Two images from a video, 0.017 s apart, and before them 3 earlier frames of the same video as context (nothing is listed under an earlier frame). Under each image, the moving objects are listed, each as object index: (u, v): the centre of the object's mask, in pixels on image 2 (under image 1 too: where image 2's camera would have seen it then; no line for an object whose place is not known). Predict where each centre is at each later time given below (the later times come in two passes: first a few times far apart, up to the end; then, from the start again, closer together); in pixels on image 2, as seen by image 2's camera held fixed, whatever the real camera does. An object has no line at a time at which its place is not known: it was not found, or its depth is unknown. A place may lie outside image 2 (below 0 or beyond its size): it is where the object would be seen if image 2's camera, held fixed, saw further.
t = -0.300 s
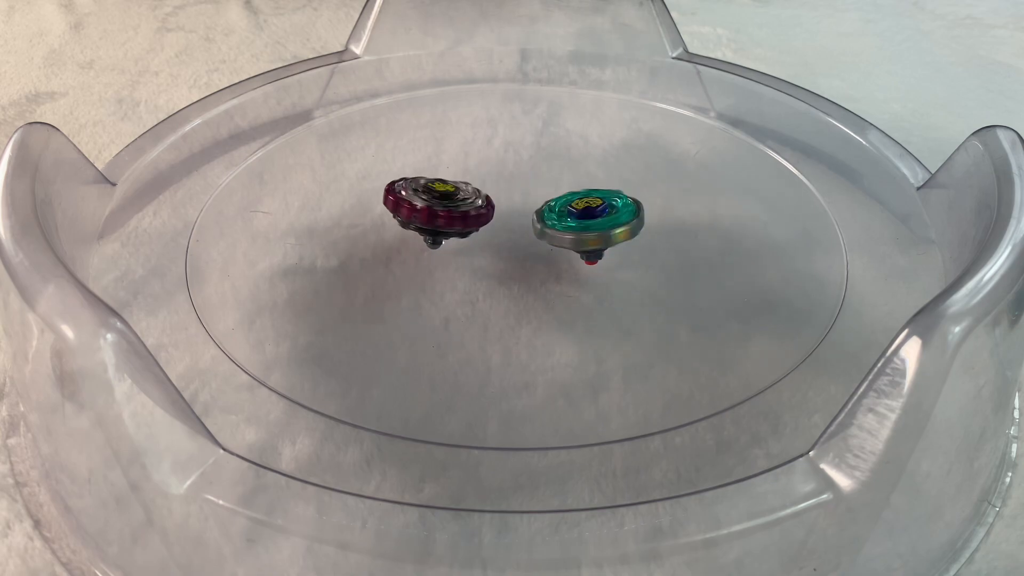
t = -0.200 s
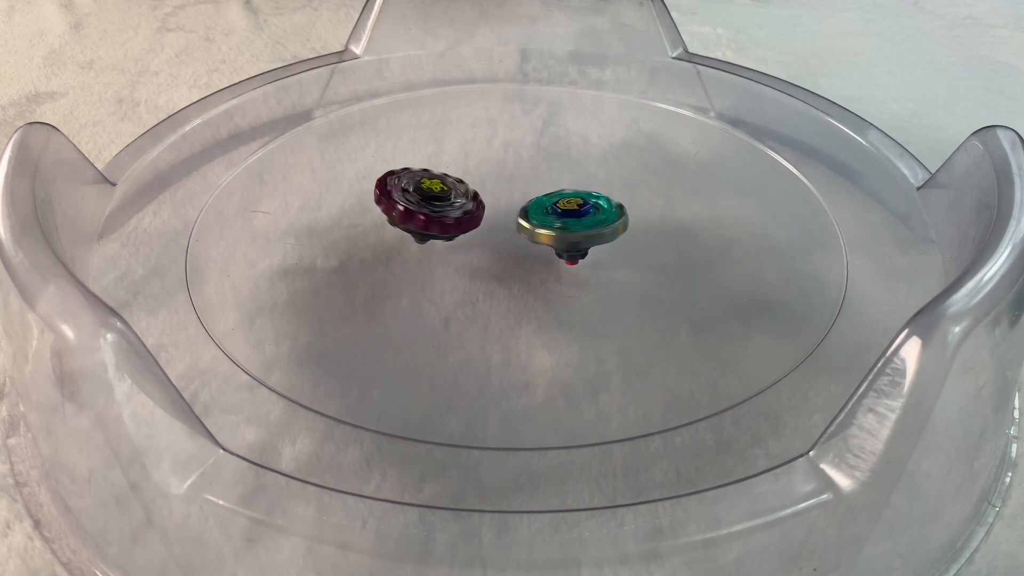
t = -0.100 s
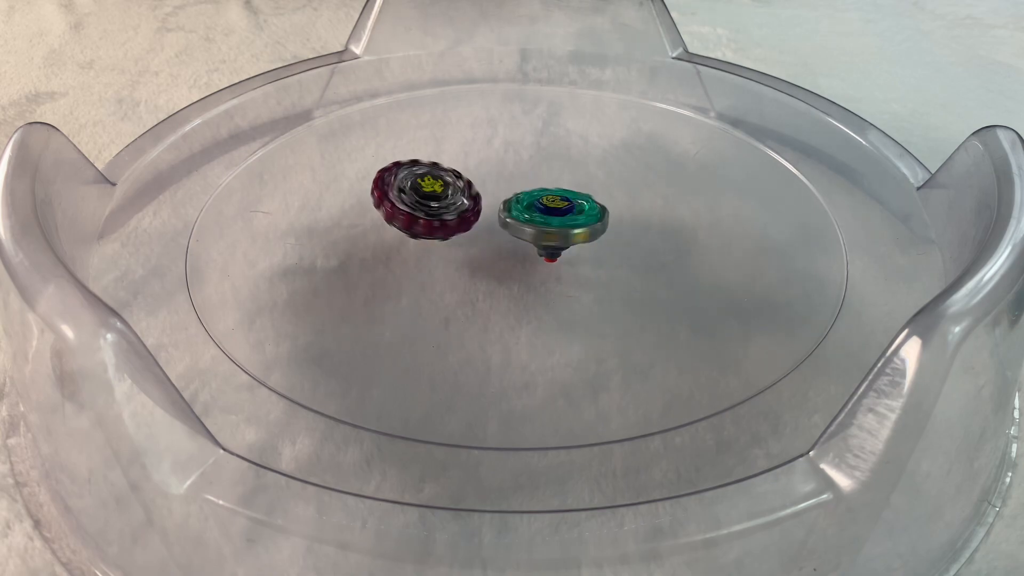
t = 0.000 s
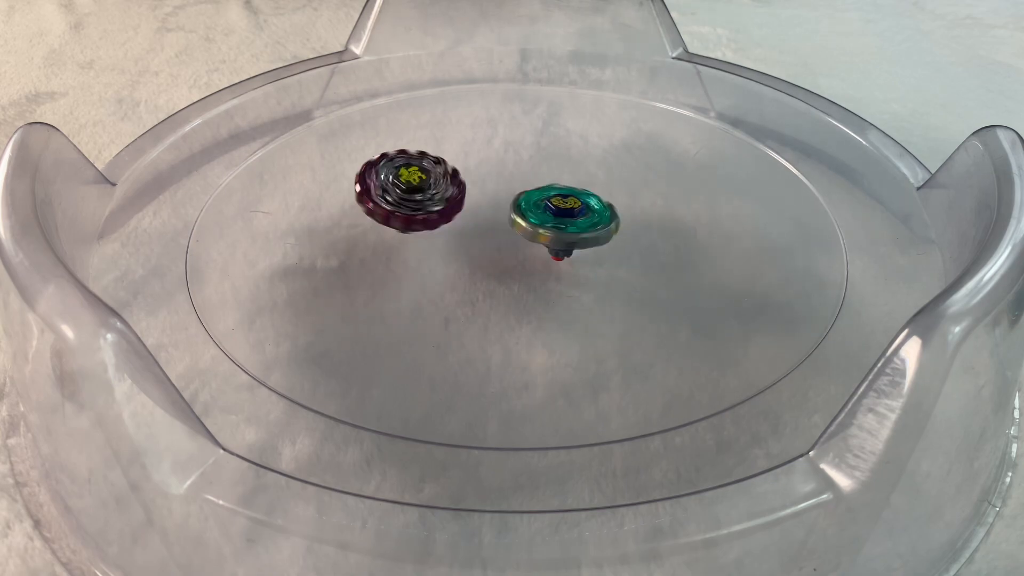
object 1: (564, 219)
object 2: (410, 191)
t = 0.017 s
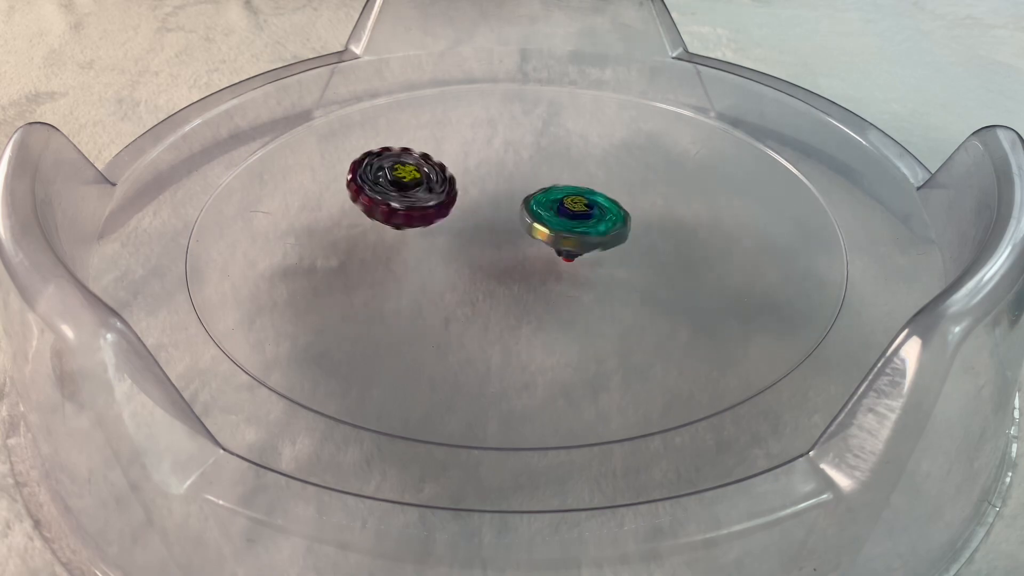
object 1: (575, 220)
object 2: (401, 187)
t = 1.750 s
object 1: (500, 197)
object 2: (501, 273)
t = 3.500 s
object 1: (480, 221)
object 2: (593, 236)
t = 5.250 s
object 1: (464, 244)
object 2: (606, 184)
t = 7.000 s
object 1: (628, 248)
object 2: (509, 194)
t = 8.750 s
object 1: (508, 256)
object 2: (597, 210)
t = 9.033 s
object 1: (456, 255)
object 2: (586, 214)
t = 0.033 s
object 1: (585, 221)
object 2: (396, 185)
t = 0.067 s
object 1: (600, 222)
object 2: (390, 182)
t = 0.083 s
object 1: (605, 222)
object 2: (390, 181)
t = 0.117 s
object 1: (611, 222)
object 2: (393, 181)
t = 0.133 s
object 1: (611, 221)
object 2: (394, 182)
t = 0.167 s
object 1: (612, 219)
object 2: (398, 184)
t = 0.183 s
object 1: (613, 218)
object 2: (400, 185)
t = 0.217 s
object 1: (615, 216)
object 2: (404, 187)
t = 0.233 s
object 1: (616, 215)
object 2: (406, 188)
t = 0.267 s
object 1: (617, 213)
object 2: (410, 192)
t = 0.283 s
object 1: (617, 212)
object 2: (412, 193)
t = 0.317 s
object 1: (617, 211)
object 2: (416, 197)
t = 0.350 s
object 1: (617, 210)
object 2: (419, 201)
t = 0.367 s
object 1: (617, 210)
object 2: (421, 203)
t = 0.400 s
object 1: (616, 209)
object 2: (424, 207)
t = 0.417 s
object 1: (615, 209)
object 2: (425, 209)
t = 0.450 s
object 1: (614, 208)
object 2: (428, 213)
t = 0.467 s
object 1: (612, 208)
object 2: (429, 216)
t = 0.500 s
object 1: (610, 207)
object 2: (431, 220)
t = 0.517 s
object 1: (608, 207)
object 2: (432, 222)
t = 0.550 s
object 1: (605, 206)
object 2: (432, 227)
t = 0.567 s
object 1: (603, 206)
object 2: (433, 229)
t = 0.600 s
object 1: (599, 206)
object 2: (433, 233)
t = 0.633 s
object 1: (595, 206)
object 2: (432, 237)
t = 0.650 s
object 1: (593, 205)
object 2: (431, 238)
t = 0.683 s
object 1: (588, 205)
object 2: (429, 242)
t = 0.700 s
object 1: (586, 204)
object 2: (429, 243)
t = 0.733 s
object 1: (580, 204)
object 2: (426, 246)
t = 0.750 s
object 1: (578, 204)
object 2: (425, 246)
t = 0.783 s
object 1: (572, 203)
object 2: (422, 247)
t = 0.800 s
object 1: (570, 203)
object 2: (422, 248)
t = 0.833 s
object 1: (564, 202)
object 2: (420, 249)
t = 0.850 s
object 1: (562, 201)
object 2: (418, 249)
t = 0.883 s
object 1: (556, 200)
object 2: (417, 249)
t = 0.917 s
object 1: (551, 199)
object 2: (415, 248)
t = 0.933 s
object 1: (549, 198)
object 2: (415, 247)
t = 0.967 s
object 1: (544, 196)
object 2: (414, 246)
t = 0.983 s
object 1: (542, 196)
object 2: (415, 246)
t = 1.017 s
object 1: (537, 194)
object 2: (416, 245)
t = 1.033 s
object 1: (535, 193)
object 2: (417, 244)
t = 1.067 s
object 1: (531, 191)
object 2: (420, 243)
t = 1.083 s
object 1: (529, 191)
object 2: (422, 243)
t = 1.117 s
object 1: (525, 189)
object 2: (426, 242)
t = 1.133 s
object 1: (524, 188)
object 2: (429, 242)
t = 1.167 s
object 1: (521, 187)
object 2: (434, 242)
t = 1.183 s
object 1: (520, 186)
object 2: (437, 242)
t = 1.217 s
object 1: (517, 184)
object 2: (442, 243)
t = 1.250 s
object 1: (516, 183)
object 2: (448, 244)
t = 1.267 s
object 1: (515, 182)
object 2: (451, 244)
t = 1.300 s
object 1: (513, 181)
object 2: (457, 246)
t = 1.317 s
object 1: (513, 180)
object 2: (460, 247)
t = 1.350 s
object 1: (511, 179)
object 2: (467, 248)
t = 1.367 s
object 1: (511, 179)
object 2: (470, 249)
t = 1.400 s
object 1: (509, 179)
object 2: (476, 251)
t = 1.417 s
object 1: (509, 179)
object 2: (479, 252)
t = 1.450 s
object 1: (507, 180)
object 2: (484, 254)
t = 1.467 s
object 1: (507, 180)
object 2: (487, 255)
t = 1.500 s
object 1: (506, 181)
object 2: (491, 258)
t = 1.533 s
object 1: (505, 183)
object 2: (495, 260)
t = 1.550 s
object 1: (505, 184)
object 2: (496, 262)
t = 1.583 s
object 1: (504, 186)
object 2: (499, 264)
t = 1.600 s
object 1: (504, 187)
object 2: (500, 265)
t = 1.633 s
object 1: (503, 189)
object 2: (501, 268)
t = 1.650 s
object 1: (503, 190)
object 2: (502, 269)
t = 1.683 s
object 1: (502, 192)
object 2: (503, 270)
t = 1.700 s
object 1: (501, 193)
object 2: (502, 271)
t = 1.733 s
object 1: (500, 196)
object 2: (502, 273)
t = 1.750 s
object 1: (500, 197)
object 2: (501, 273)
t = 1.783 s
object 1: (498, 199)
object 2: (500, 274)
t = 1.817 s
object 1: (496, 202)
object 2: (498, 274)
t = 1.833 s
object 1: (496, 203)
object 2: (497, 274)
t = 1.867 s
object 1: (494, 205)
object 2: (495, 274)
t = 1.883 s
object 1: (493, 206)
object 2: (494, 273)
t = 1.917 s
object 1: (492, 205)
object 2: (492, 275)
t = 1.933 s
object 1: (491, 202)
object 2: (492, 277)
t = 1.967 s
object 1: (492, 196)
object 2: (491, 281)
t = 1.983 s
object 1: (493, 195)
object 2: (491, 281)
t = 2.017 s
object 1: (493, 194)
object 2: (491, 280)
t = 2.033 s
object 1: (492, 194)
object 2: (491, 279)
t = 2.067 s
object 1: (490, 194)
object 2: (494, 277)
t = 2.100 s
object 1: (488, 193)
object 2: (497, 274)
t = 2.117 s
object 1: (487, 193)
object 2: (499, 273)
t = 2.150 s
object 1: (486, 193)
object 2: (503, 271)
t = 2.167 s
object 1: (485, 193)
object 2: (505, 270)
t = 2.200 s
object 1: (484, 192)
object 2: (510, 268)
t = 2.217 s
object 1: (484, 192)
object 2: (512, 267)
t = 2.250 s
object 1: (483, 192)
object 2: (517, 265)
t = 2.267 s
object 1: (482, 192)
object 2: (519, 265)
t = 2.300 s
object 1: (481, 193)
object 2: (524, 264)
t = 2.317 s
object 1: (481, 193)
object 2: (526, 263)
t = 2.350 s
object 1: (481, 195)
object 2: (532, 262)
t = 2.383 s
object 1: (481, 196)
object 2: (538, 261)
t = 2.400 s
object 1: (481, 197)
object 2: (540, 261)
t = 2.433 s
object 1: (482, 199)
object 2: (546, 260)
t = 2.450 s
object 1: (482, 200)
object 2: (548, 260)
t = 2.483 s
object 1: (483, 203)
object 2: (553, 260)
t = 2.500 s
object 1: (483, 204)
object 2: (555, 260)
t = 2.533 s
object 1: (484, 206)
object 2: (559, 260)
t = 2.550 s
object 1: (484, 207)
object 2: (561, 260)
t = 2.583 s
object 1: (484, 209)
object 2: (565, 261)
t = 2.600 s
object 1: (484, 210)
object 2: (566, 261)
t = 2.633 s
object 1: (484, 213)
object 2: (569, 261)
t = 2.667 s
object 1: (484, 215)
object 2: (571, 262)
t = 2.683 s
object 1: (484, 216)
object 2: (572, 263)
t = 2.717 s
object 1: (483, 218)
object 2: (573, 264)
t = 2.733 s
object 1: (483, 219)
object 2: (574, 264)
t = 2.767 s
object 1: (482, 221)
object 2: (573, 265)
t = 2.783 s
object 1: (481, 222)
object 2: (573, 265)
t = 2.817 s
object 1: (480, 224)
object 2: (572, 266)
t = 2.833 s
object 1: (478, 224)
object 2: (572, 267)
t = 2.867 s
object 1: (467, 219)
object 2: (581, 270)
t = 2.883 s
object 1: (463, 218)
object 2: (583, 271)
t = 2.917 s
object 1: (459, 216)
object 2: (583, 271)
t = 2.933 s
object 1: (458, 215)
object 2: (583, 272)
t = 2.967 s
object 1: (455, 215)
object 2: (581, 271)
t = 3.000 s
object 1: (452, 215)
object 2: (580, 269)
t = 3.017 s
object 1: (451, 214)
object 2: (579, 269)
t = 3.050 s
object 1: (449, 214)
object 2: (577, 267)
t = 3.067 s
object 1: (448, 213)
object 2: (577, 266)
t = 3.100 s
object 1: (448, 213)
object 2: (576, 264)
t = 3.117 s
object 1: (448, 212)
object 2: (575, 262)
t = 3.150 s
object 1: (448, 212)
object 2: (575, 260)
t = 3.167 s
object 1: (448, 212)
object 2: (575, 259)
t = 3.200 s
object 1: (450, 211)
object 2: (575, 256)
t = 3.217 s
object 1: (450, 212)
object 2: (575, 255)
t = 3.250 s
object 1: (453, 211)
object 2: (576, 252)
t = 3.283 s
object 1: (455, 212)
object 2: (577, 250)
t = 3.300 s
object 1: (457, 212)
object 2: (578, 248)
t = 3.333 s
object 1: (460, 213)
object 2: (580, 246)
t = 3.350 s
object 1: (461, 214)
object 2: (581, 245)
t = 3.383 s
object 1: (466, 215)
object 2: (583, 242)
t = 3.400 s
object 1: (468, 216)
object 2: (585, 241)
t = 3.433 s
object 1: (472, 218)
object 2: (587, 239)
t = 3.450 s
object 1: (474, 218)
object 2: (589, 238)
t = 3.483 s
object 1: (478, 220)
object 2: (592, 236)
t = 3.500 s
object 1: (480, 221)
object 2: (593, 236)
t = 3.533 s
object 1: (483, 223)
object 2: (597, 235)
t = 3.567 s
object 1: (485, 224)
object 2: (602, 235)
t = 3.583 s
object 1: (479, 223)
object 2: (610, 236)
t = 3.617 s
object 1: (472, 222)
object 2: (620, 238)
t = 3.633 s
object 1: (470, 223)
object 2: (622, 240)
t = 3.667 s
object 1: (470, 224)
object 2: (623, 241)
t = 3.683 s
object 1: (470, 225)
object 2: (623, 241)
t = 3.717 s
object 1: (469, 226)
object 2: (624, 241)
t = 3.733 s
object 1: (468, 227)
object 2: (624, 241)
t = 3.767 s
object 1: (467, 228)
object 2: (625, 242)
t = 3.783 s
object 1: (467, 229)
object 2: (624, 243)
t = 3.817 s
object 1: (465, 230)
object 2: (623, 245)
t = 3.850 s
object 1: (465, 231)
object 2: (621, 247)
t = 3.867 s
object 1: (464, 232)
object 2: (619, 247)
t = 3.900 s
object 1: (464, 233)
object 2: (615, 248)
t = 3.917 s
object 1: (464, 233)
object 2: (613, 248)
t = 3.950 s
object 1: (463, 234)
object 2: (608, 248)
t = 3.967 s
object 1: (463, 234)
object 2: (605, 248)
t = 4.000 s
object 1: (464, 234)
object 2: (600, 247)
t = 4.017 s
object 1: (464, 235)
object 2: (597, 246)
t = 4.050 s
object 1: (465, 235)
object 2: (593, 243)
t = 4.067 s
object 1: (465, 235)
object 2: (591, 242)
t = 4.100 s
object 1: (467, 236)
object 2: (588, 238)
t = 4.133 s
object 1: (468, 236)
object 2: (586, 234)
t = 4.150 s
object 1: (470, 236)
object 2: (586, 232)
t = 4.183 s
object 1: (472, 237)
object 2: (585, 228)
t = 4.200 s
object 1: (473, 237)
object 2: (585, 226)
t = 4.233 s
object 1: (476, 238)
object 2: (586, 221)
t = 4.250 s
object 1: (477, 238)
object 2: (587, 219)
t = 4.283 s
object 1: (480, 239)
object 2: (589, 216)
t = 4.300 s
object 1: (482, 239)
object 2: (590, 214)
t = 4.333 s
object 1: (485, 240)
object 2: (593, 211)
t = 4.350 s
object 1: (486, 240)
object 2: (594, 210)
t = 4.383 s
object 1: (490, 240)
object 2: (598, 207)
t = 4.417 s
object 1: (493, 241)
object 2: (601, 205)
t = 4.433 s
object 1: (495, 242)
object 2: (602, 205)
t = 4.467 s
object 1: (498, 243)
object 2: (605, 204)
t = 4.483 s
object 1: (500, 243)
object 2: (606, 204)
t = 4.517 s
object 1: (503, 244)
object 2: (608, 204)
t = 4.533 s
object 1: (505, 244)
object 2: (609, 204)
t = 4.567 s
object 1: (509, 245)
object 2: (611, 205)
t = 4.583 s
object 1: (510, 246)
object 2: (611, 206)
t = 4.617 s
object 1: (513, 247)
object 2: (611, 207)
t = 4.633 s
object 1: (514, 248)
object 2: (611, 208)
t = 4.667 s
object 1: (513, 249)
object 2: (612, 210)
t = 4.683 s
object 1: (498, 253)
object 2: (623, 210)
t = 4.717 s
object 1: (471, 258)
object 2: (637, 204)
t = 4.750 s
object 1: (450, 261)
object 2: (648, 201)
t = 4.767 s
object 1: (444, 262)
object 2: (649, 201)
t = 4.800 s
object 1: (437, 265)
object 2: (652, 200)
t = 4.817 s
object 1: (433, 267)
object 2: (650, 199)
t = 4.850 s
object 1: (428, 268)
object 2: (645, 199)
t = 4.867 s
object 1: (425, 268)
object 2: (641, 199)
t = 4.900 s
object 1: (423, 268)
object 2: (635, 199)
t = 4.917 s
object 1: (422, 268)
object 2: (631, 199)
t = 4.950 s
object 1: (421, 267)
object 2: (626, 198)
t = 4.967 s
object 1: (421, 266)
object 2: (624, 197)
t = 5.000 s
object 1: (421, 265)
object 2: (620, 196)
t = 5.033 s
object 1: (422, 263)
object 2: (618, 194)
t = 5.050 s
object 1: (423, 263)
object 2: (617, 193)
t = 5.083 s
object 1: (426, 261)
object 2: (615, 191)
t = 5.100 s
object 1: (428, 260)
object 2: (614, 190)
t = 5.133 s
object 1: (432, 258)
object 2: (613, 189)
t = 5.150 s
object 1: (434, 255)
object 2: (612, 188)
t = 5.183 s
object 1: (442, 252)
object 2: (610, 186)
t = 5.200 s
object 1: (447, 250)
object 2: (609, 185)
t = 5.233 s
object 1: (458, 246)
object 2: (607, 184)
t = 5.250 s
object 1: (464, 244)
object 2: (606, 184)
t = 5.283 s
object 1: (475, 241)
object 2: (605, 183)
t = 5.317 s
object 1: (488, 236)
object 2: (603, 183)
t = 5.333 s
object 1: (495, 234)
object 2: (602, 183)
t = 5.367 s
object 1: (508, 231)
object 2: (600, 183)
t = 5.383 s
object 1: (514, 229)
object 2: (600, 183)
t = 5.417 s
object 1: (505, 232)
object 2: (617, 174)
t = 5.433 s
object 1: (500, 233)
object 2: (628, 168)
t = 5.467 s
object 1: (493, 235)
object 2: (642, 162)
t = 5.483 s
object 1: (491, 236)
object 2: (647, 160)
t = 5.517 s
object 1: (491, 237)
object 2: (651, 161)
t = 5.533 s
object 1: (491, 237)
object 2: (650, 162)
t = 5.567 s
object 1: (492, 239)
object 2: (646, 164)
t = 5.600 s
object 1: (492, 240)
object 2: (638, 166)
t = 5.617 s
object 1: (492, 241)
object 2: (635, 167)
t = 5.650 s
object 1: (491, 242)
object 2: (628, 171)
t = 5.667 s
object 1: (491, 242)
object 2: (624, 173)
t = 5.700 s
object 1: (492, 242)
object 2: (617, 178)
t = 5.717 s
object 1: (492, 243)
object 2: (614, 180)
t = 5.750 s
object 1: (491, 243)
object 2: (608, 184)
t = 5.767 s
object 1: (492, 243)
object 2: (605, 184)
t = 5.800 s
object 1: (492, 243)
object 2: (596, 187)
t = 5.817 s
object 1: (492, 243)
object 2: (591, 189)
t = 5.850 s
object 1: (493, 243)
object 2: (580, 193)
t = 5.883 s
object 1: (494, 243)
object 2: (568, 195)
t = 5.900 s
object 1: (494, 243)
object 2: (564, 198)
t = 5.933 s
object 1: (473, 254)
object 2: (562, 194)
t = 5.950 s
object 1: (464, 259)
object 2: (561, 191)
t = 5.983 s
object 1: (448, 267)
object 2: (560, 190)
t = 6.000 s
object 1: (442, 270)
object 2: (560, 189)
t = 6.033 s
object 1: (436, 273)
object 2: (559, 189)
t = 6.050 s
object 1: (434, 274)
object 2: (558, 188)
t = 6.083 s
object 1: (433, 275)
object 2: (556, 187)
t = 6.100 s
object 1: (432, 276)
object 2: (555, 186)
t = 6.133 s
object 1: (432, 275)
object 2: (554, 184)
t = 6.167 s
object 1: (433, 275)
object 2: (553, 183)
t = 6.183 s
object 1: (434, 275)
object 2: (553, 183)
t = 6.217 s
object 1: (437, 274)
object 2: (551, 183)
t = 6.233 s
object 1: (438, 274)
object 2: (550, 184)
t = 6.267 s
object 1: (441, 273)
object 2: (547, 184)
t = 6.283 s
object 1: (444, 271)
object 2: (545, 184)
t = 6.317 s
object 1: (450, 269)
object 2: (541, 185)
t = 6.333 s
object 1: (453, 268)
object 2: (539, 185)
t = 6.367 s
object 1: (462, 264)
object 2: (537, 185)
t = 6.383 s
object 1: (467, 263)
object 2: (536, 186)
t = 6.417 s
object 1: (479, 261)
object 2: (535, 188)
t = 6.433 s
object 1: (484, 260)
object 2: (535, 188)
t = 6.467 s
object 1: (494, 257)
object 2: (534, 189)
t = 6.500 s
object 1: (506, 255)
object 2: (533, 188)
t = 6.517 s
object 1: (512, 254)
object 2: (532, 187)
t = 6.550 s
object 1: (525, 252)
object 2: (530, 186)
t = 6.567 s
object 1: (531, 251)
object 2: (529, 185)
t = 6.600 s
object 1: (543, 250)
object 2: (525, 182)
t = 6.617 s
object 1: (548, 249)
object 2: (523, 182)
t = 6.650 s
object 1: (561, 247)
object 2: (521, 181)
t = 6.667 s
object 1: (567, 247)
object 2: (522, 181)
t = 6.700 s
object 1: (580, 247)
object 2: (522, 182)
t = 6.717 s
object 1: (586, 246)
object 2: (522, 183)
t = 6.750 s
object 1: (597, 245)
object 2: (522, 186)
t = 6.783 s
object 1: (607, 245)
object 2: (520, 188)
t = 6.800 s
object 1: (612, 245)
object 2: (519, 188)
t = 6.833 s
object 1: (620, 245)
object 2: (515, 189)
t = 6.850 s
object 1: (622, 246)
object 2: (514, 189)
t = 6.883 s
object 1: (624, 247)
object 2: (511, 189)
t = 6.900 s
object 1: (627, 246)
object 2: (510, 190)
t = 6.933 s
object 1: (630, 246)
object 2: (510, 191)
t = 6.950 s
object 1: (630, 247)
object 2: (510, 192)
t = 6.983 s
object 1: (629, 248)
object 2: (510, 193)
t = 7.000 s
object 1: (628, 248)
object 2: (509, 194)
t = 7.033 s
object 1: (626, 248)
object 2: (507, 196)
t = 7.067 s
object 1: (624, 248)
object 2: (504, 195)
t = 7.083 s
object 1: (622, 248)
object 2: (503, 196)
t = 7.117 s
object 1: (616, 247)
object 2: (500, 195)
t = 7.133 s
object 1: (612, 247)
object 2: (499, 195)
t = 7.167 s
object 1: (603, 246)
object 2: (498, 195)
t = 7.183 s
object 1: (600, 245)
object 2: (498, 194)
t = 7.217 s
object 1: (592, 242)
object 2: (499, 193)
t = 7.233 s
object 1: (587, 240)
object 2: (499, 192)
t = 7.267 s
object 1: (579, 236)
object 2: (497, 192)
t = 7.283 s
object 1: (575, 234)
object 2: (495, 192)
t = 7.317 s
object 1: (570, 230)
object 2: (491, 194)
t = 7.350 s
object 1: (567, 226)
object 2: (486, 190)
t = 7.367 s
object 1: (565, 228)
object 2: (485, 188)
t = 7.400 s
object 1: (560, 230)
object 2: (485, 183)
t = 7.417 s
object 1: (558, 230)
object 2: (486, 183)
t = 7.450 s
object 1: (555, 230)
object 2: (489, 181)
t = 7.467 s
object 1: (554, 230)
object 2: (491, 181)
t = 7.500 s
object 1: (553, 230)
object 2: (496, 181)
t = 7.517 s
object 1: (555, 234)
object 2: (500, 177)
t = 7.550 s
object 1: (554, 240)
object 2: (509, 174)
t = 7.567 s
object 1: (554, 242)
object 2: (514, 173)
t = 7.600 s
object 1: (551, 245)
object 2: (525, 170)
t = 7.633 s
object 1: (548, 246)
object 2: (537, 168)
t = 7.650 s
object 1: (547, 247)
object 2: (542, 169)
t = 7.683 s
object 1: (546, 248)
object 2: (554, 168)
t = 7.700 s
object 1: (545, 249)
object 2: (559, 168)
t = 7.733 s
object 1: (541, 250)
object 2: (566, 170)
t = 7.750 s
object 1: (539, 249)
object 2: (569, 172)
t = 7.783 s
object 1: (537, 248)
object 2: (573, 173)
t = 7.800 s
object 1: (535, 248)
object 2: (575, 175)
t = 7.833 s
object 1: (531, 246)
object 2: (577, 177)
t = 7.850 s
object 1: (529, 245)
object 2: (577, 179)
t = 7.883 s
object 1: (527, 243)
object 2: (577, 183)
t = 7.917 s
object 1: (526, 240)
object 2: (578, 186)
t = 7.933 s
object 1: (525, 239)
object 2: (578, 187)
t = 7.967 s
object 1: (506, 241)
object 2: (586, 185)
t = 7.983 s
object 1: (495, 242)
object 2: (594, 184)
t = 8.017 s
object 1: (478, 245)
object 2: (607, 184)
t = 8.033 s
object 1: (471, 246)
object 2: (613, 189)
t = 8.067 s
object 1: (462, 245)
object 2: (621, 192)
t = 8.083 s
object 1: (460, 245)
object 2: (625, 195)
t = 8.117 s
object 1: (460, 244)
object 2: (630, 198)
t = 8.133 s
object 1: (461, 243)
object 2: (632, 201)
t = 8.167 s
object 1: (463, 242)
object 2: (634, 204)
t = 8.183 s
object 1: (463, 241)
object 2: (634, 205)
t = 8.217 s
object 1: (463, 239)
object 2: (631, 207)
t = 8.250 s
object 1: (464, 236)
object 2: (626, 208)
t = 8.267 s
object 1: (466, 235)
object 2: (624, 209)
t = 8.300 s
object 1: (472, 235)
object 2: (618, 210)
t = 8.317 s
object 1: (476, 235)
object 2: (615, 210)
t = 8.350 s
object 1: (482, 235)
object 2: (609, 210)
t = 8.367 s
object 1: (486, 235)
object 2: (607, 210)
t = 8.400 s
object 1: (492, 235)
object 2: (603, 211)
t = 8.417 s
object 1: (495, 235)
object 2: (601, 211)
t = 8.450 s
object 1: (501, 236)
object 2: (600, 210)
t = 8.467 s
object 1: (504, 237)
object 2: (600, 210)
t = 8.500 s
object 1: (511, 238)
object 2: (601, 209)
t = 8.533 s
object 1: (517, 240)
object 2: (602, 208)
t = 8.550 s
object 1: (520, 242)
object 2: (603, 207)
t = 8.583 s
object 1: (524, 244)
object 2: (603, 207)
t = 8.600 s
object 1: (526, 245)
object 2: (604, 206)
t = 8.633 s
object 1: (527, 249)
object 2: (604, 206)
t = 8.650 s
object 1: (526, 251)
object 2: (603, 207)
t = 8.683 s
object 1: (521, 255)
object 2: (600, 209)
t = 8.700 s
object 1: (520, 257)
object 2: (598, 210)
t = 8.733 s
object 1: (514, 257)
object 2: (597, 209)
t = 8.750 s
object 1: (508, 256)
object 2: (597, 210)
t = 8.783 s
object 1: (500, 259)
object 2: (596, 212)
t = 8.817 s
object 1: (492, 258)
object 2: (594, 213)
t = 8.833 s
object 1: (488, 258)
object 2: (592, 214)
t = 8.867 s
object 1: (481, 258)
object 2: (589, 213)
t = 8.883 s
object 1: (478, 258)
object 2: (588, 213)
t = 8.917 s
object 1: (471, 258)
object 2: (587, 214)
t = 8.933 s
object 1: (468, 258)
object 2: (587, 214)
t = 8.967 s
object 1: (463, 257)
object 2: (586, 214)
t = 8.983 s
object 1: (461, 256)
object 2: (586, 214)
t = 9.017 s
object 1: (458, 255)
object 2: (586, 214)
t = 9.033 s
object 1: (456, 255)
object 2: (586, 214)
